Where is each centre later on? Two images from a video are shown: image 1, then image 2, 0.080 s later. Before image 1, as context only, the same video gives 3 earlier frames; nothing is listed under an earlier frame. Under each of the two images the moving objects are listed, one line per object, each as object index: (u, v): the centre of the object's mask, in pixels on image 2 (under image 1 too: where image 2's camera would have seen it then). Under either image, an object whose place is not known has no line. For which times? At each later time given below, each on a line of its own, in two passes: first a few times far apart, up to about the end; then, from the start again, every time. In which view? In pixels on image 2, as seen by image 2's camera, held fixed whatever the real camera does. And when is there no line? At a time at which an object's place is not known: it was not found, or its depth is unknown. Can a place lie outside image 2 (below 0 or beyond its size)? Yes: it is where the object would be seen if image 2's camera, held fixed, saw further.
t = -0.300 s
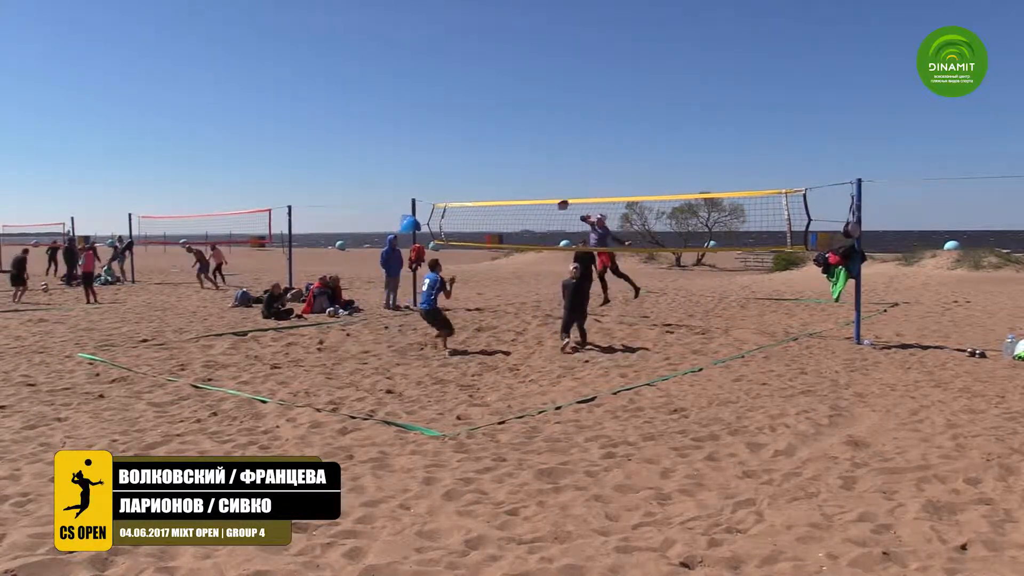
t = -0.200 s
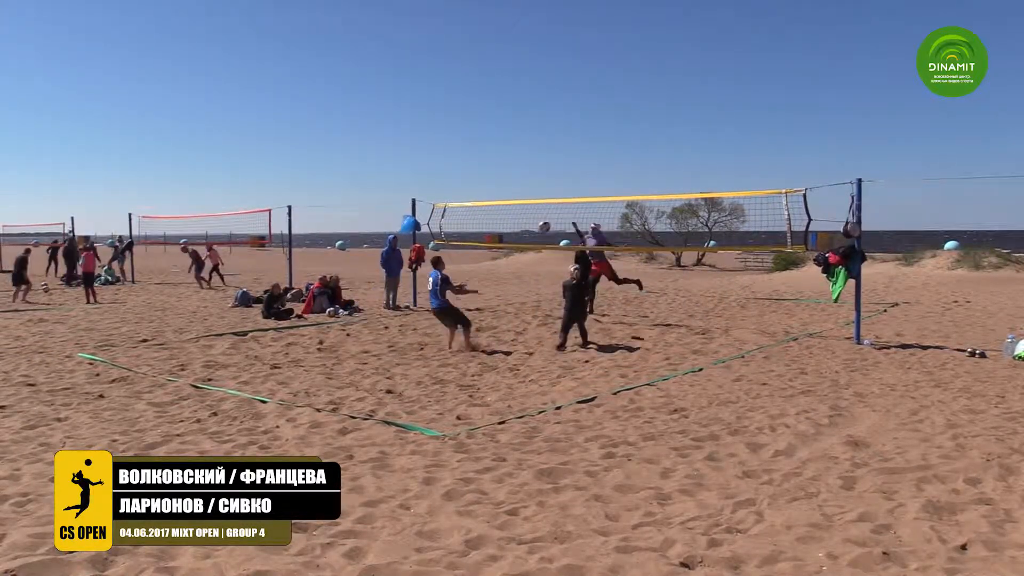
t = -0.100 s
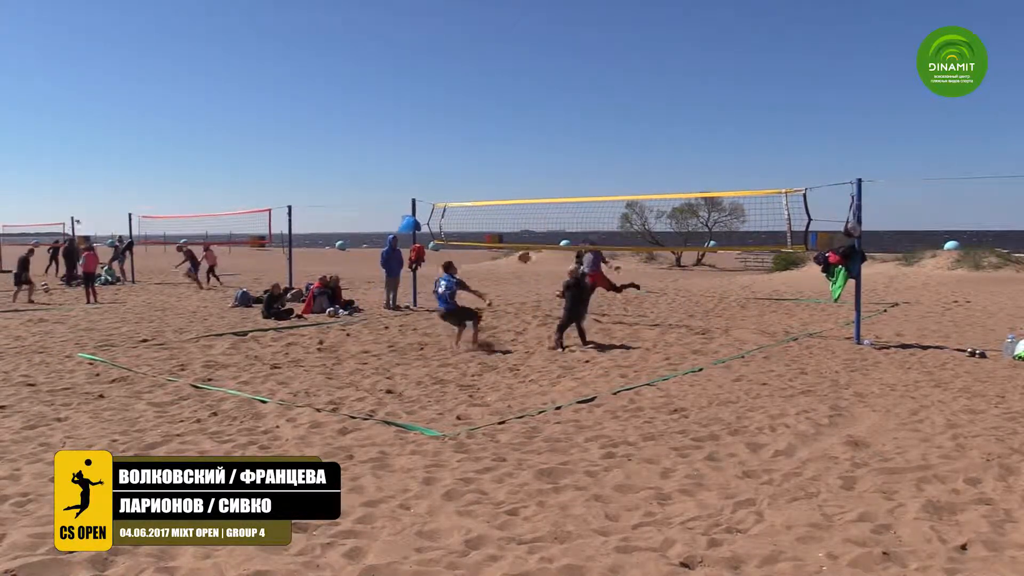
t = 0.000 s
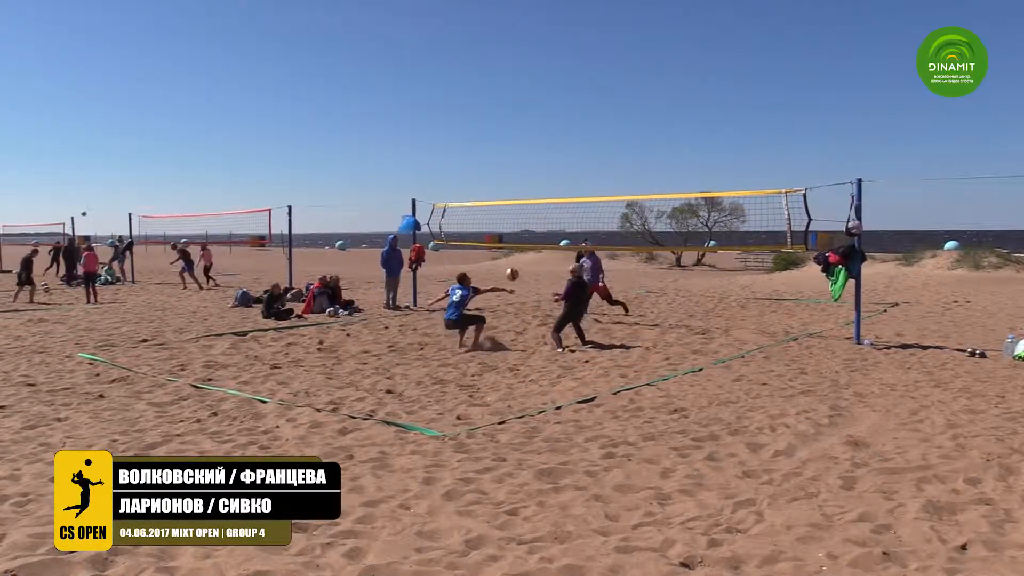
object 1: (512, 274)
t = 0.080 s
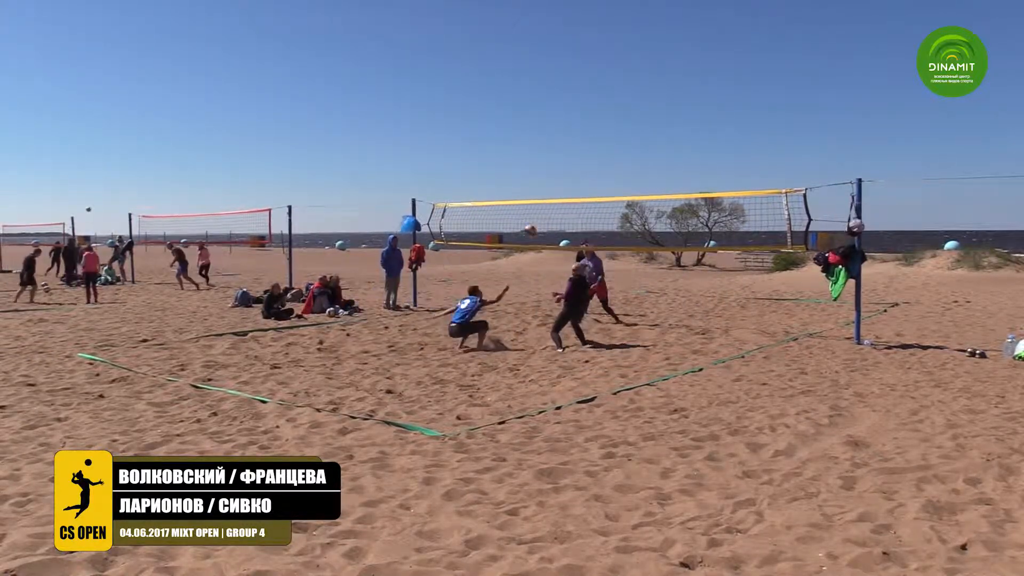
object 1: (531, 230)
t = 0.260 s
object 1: (564, 153)
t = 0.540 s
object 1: (604, 75)
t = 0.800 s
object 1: (633, 47)
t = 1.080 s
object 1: (656, 56)
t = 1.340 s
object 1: (673, 94)
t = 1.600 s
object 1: (685, 156)
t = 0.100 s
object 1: (534, 221)
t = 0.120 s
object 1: (537, 212)
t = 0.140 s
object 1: (542, 203)
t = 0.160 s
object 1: (545, 193)
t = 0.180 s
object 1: (549, 185)
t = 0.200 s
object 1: (553, 176)
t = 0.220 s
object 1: (556, 168)
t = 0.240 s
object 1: (561, 160)
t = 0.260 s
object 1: (564, 153)
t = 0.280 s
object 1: (566, 145)
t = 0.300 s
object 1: (570, 138)
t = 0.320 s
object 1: (573, 131)
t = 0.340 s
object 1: (576, 124)
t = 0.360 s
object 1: (579, 118)
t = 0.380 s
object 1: (582, 112)
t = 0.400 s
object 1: (585, 107)
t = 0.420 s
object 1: (588, 102)
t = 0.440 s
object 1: (591, 96)
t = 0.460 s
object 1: (594, 91)
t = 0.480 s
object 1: (596, 87)
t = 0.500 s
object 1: (599, 83)
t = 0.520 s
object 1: (602, 79)
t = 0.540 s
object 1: (604, 75)
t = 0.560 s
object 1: (605, 70)
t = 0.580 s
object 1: (608, 68)
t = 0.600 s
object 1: (610, 65)
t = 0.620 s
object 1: (613, 62)
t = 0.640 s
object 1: (616, 59)
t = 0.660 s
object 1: (619, 57)
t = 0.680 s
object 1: (620, 54)
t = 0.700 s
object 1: (622, 53)
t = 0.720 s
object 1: (624, 51)
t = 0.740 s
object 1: (627, 50)
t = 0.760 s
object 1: (629, 49)
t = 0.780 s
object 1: (631, 48)
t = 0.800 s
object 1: (633, 47)
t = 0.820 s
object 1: (636, 47)
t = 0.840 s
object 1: (637, 46)
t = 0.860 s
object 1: (639, 46)
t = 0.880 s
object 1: (641, 46)
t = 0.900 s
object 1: (642, 47)
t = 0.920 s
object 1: (644, 47)
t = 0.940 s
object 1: (646, 47)
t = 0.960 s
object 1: (647, 48)
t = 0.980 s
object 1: (649, 49)
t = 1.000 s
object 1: (650, 50)
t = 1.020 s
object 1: (652, 51)
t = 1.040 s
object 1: (653, 52)
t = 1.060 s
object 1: (655, 54)
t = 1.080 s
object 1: (656, 56)
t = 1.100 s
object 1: (658, 58)
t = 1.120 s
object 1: (659, 60)
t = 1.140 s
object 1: (660, 62)
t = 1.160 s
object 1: (662, 64)
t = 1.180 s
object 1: (664, 67)
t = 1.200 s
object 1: (666, 71)
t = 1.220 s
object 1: (666, 73)
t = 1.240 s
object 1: (668, 76)
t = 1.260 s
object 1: (669, 80)
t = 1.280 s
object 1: (670, 83)
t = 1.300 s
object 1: (671, 87)
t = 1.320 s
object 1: (672, 90)
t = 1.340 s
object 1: (673, 94)
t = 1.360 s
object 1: (675, 98)
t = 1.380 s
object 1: (675, 102)
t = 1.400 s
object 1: (677, 106)
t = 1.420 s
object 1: (677, 110)
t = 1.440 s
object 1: (678, 115)
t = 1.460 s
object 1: (679, 120)
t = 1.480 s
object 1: (680, 124)
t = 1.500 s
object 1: (681, 129)
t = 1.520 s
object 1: (681, 134)
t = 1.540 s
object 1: (683, 140)
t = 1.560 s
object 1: (683, 145)
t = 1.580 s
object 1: (684, 151)
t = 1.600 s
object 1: (685, 156)
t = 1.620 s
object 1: (685, 162)
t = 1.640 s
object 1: (686, 168)
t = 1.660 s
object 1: (687, 175)
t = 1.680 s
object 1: (687, 180)
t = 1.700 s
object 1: (687, 187)
